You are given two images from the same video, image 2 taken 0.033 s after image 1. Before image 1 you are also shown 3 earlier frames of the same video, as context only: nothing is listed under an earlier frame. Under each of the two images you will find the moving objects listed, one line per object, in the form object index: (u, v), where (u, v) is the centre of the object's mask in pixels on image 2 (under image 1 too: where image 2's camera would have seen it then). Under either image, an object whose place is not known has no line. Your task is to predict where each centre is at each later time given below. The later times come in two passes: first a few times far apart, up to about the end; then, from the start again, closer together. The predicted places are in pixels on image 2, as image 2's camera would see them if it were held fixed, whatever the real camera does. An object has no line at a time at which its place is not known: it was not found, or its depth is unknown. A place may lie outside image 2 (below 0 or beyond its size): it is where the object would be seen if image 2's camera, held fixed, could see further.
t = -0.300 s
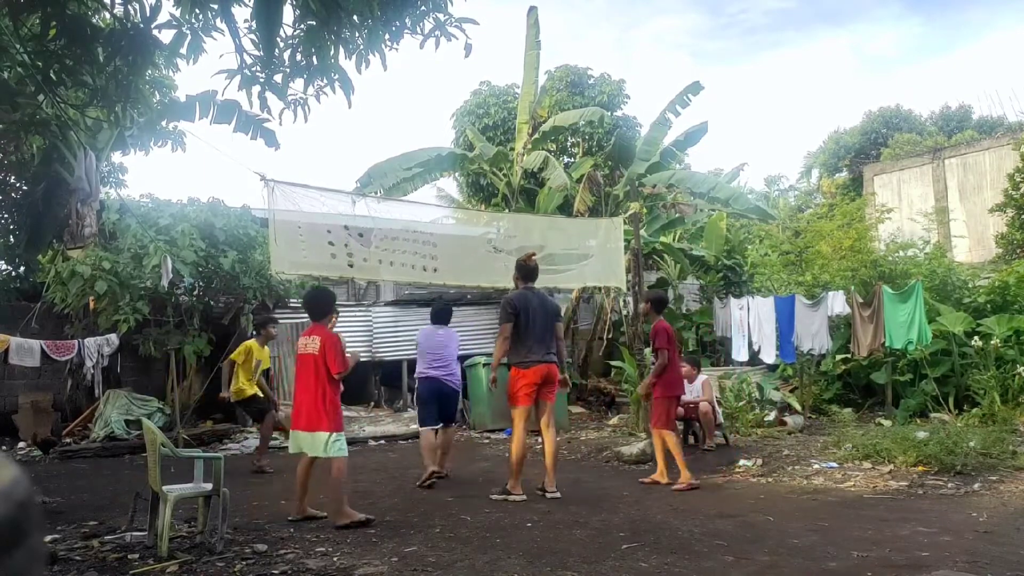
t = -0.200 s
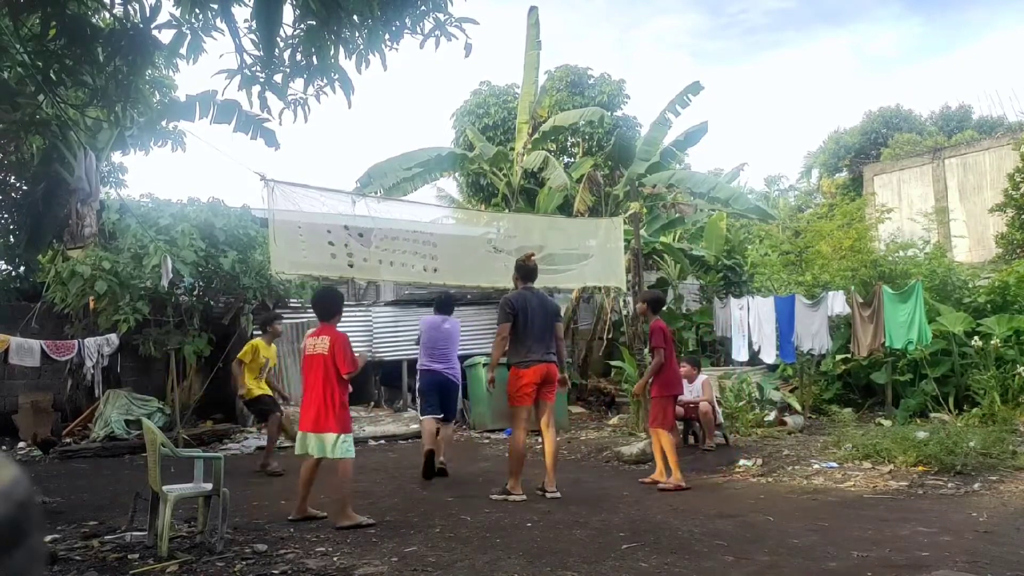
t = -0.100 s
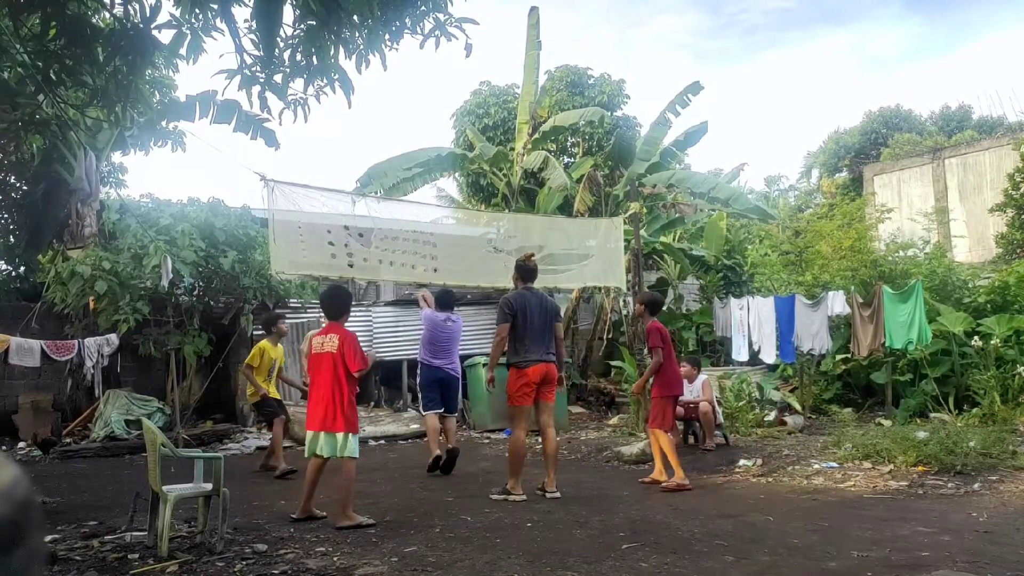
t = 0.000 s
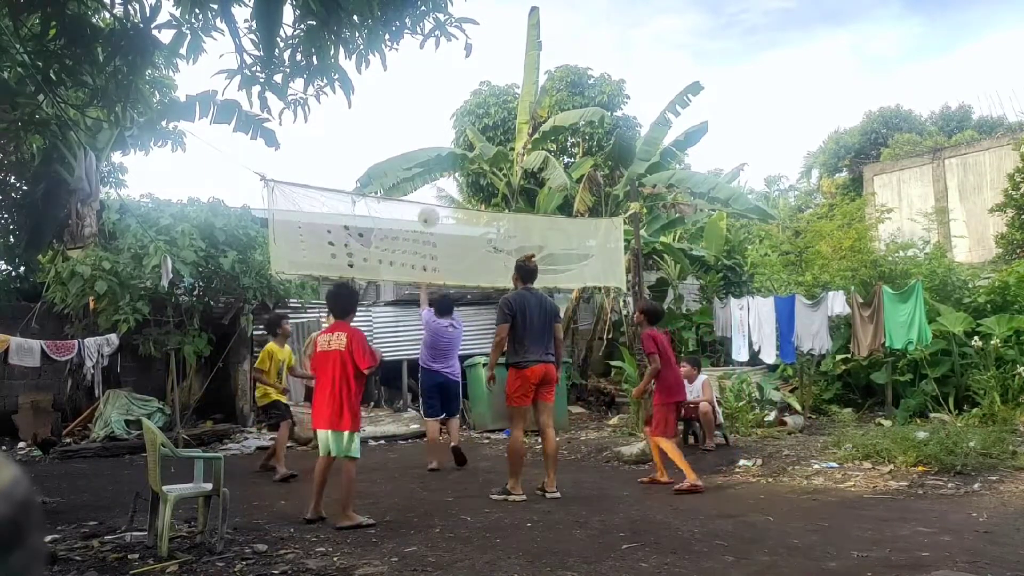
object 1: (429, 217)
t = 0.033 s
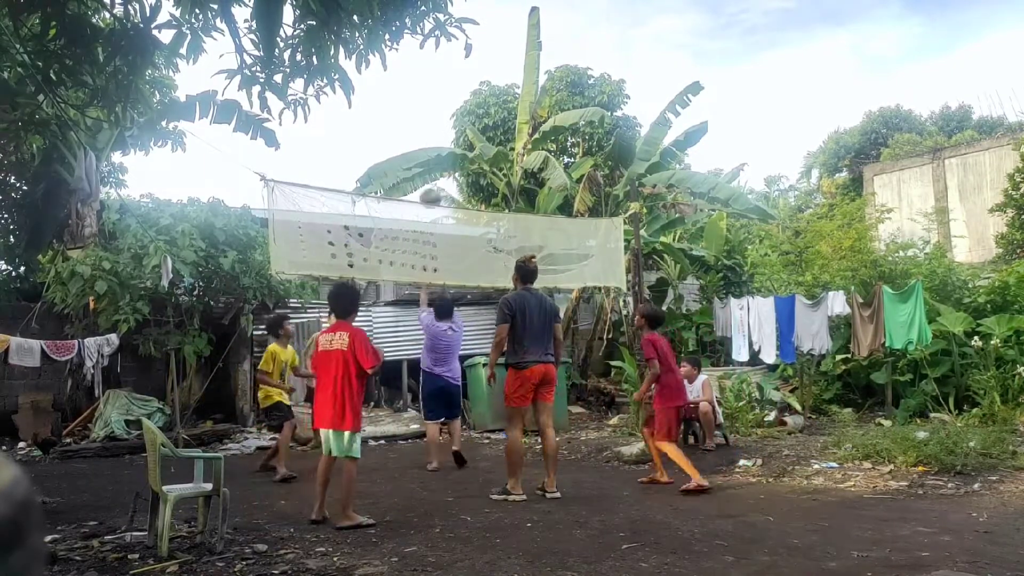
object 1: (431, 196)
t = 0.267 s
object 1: (446, 96)
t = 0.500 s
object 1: (465, 42)
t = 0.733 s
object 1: (489, 43)
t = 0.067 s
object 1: (434, 181)
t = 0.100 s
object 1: (435, 162)
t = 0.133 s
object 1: (436, 149)
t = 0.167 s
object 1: (439, 134)
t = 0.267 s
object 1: (446, 96)
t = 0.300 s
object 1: (449, 85)
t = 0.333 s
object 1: (451, 74)
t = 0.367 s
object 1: (454, 66)
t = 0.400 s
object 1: (457, 58)
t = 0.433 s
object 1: (460, 51)
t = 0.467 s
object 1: (463, 46)
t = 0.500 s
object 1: (465, 42)
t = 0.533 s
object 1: (469, 38)
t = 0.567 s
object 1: (472, 36)
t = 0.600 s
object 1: (475, 35)
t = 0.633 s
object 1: (479, 34)
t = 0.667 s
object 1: (482, 36)
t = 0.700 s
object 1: (485, 39)
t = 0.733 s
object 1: (489, 43)
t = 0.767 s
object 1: (493, 49)
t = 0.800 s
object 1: (497, 57)
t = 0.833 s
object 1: (501, 66)
